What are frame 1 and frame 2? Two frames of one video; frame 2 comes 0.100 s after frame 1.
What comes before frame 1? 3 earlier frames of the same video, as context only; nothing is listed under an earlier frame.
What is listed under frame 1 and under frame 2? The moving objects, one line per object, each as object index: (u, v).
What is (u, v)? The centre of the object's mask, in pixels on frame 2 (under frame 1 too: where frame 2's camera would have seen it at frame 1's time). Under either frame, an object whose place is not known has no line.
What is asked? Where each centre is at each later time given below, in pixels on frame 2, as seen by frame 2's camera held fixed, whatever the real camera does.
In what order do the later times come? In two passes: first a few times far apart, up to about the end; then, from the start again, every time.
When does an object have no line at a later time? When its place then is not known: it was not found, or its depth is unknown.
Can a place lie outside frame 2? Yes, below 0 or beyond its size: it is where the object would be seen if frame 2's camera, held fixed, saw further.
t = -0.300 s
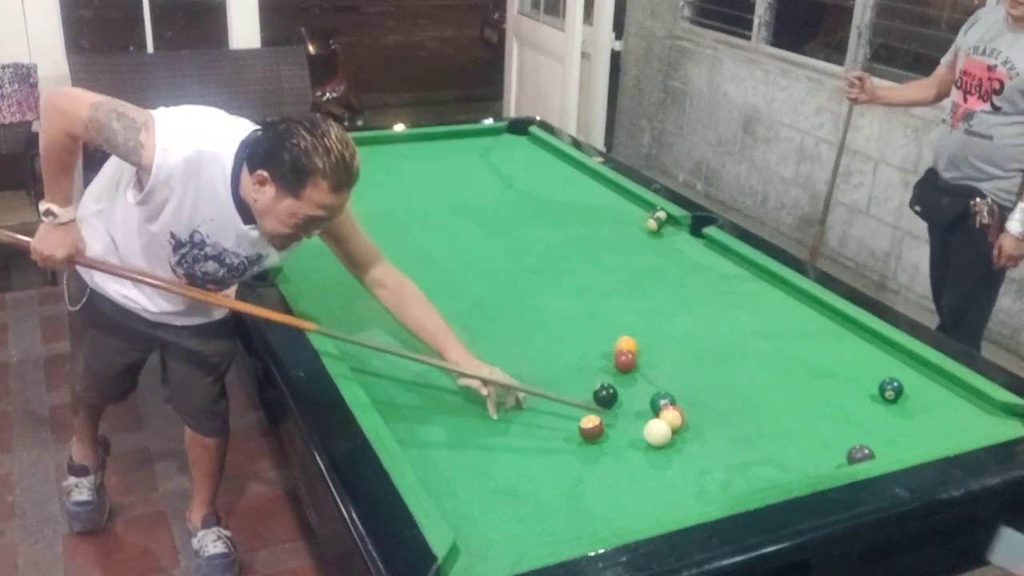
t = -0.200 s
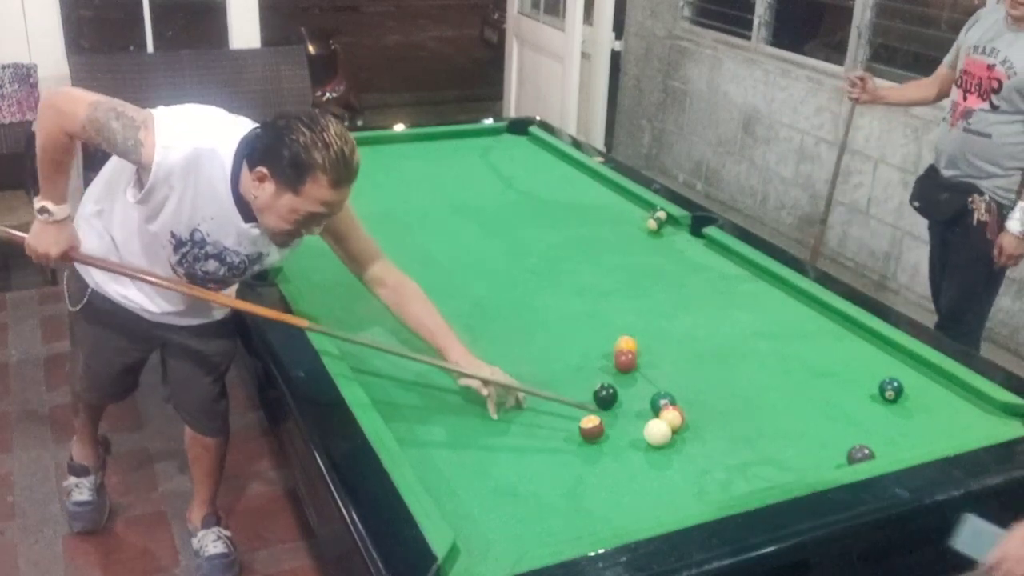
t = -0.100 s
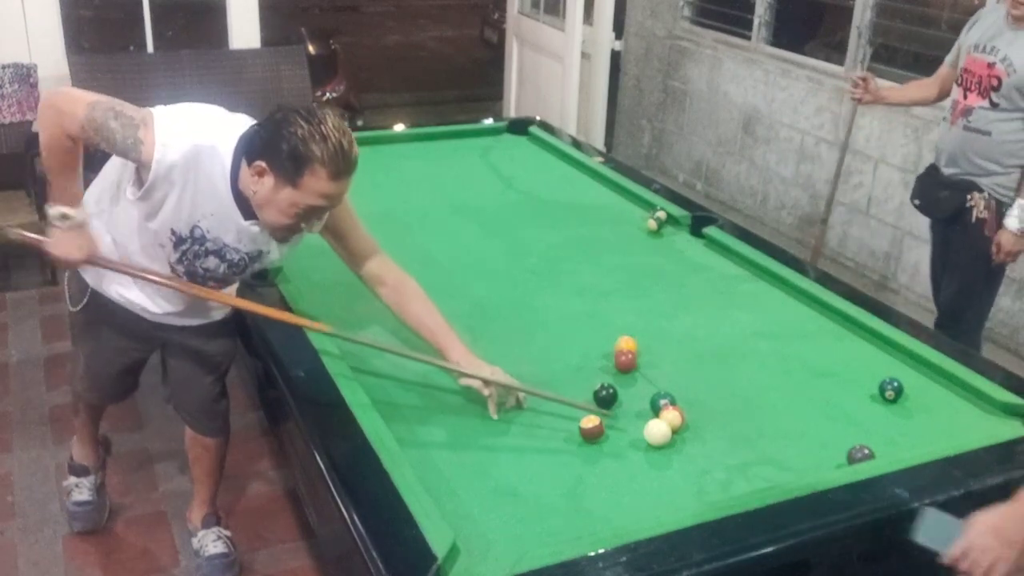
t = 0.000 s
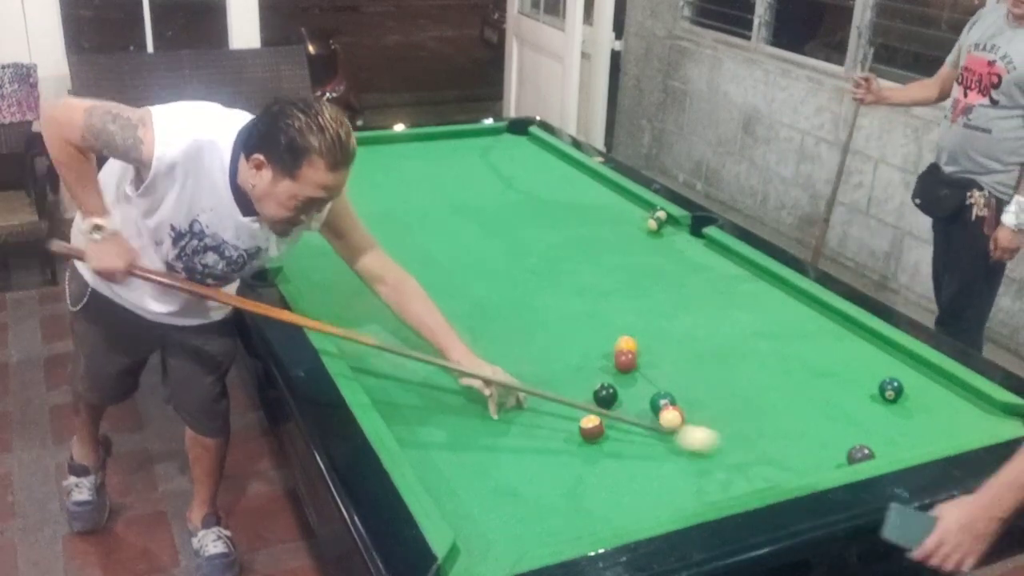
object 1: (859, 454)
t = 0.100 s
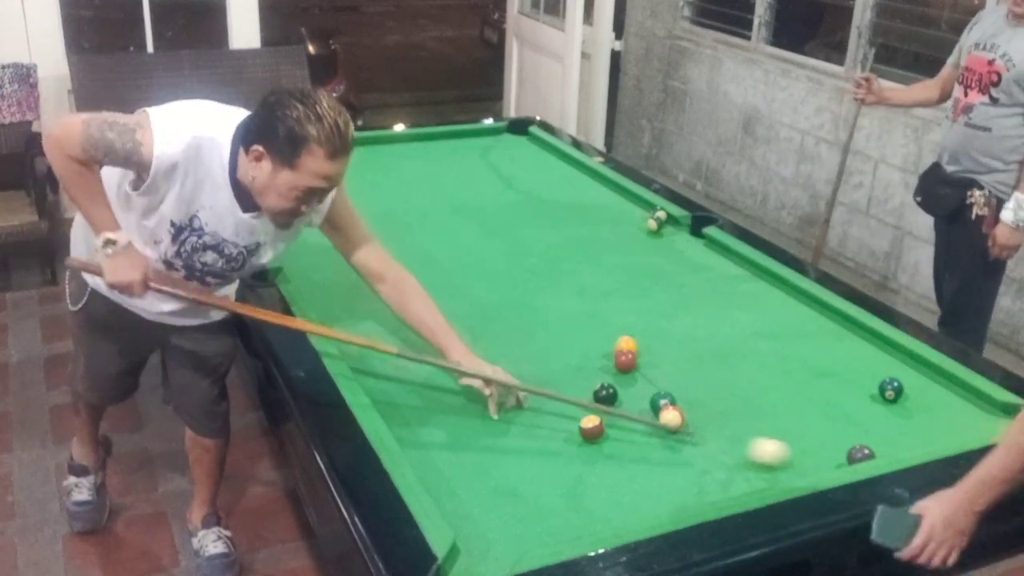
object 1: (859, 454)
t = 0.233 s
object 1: (866, 452)
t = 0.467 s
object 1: (902, 442)
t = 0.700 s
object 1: (935, 434)
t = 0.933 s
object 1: (965, 426)
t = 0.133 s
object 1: (859, 454)
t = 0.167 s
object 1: (859, 454)
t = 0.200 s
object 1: (861, 453)
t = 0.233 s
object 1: (866, 452)
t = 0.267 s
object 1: (872, 450)
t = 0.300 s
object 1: (877, 449)
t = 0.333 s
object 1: (882, 447)
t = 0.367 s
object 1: (887, 446)
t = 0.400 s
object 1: (892, 445)
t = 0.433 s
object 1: (897, 443)
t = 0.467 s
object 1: (902, 442)
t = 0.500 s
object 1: (907, 441)
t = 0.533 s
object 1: (912, 440)
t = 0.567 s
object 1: (916, 438)
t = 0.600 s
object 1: (921, 437)
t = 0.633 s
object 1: (925, 435)
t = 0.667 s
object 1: (930, 434)
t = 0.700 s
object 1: (935, 434)
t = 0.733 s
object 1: (940, 432)
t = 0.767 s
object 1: (944, 432)
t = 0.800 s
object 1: (948, 430)
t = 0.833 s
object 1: (952, 429)
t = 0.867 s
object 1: (957, 428)
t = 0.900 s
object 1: (961, 427)
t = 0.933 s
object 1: (965, 426)
